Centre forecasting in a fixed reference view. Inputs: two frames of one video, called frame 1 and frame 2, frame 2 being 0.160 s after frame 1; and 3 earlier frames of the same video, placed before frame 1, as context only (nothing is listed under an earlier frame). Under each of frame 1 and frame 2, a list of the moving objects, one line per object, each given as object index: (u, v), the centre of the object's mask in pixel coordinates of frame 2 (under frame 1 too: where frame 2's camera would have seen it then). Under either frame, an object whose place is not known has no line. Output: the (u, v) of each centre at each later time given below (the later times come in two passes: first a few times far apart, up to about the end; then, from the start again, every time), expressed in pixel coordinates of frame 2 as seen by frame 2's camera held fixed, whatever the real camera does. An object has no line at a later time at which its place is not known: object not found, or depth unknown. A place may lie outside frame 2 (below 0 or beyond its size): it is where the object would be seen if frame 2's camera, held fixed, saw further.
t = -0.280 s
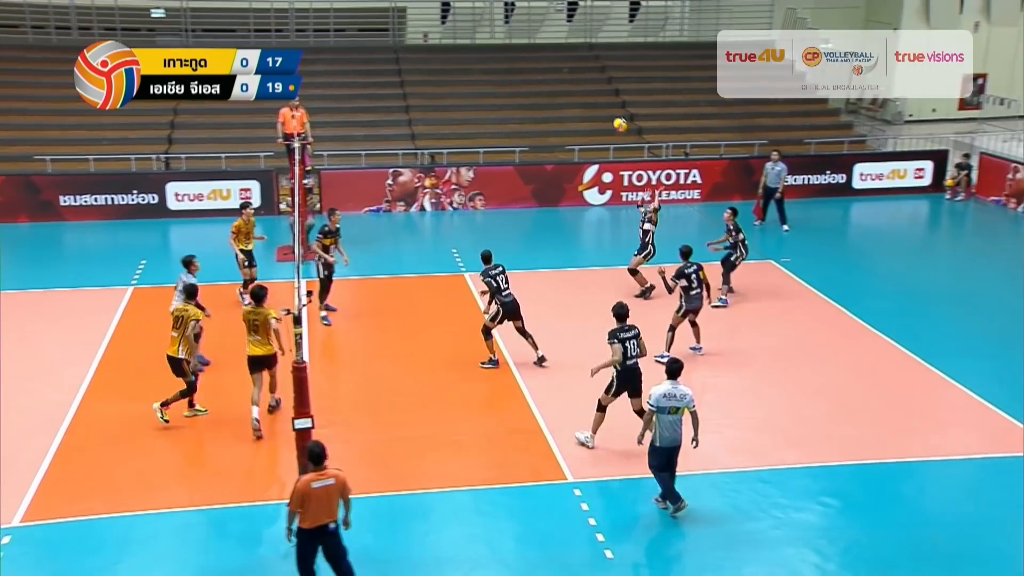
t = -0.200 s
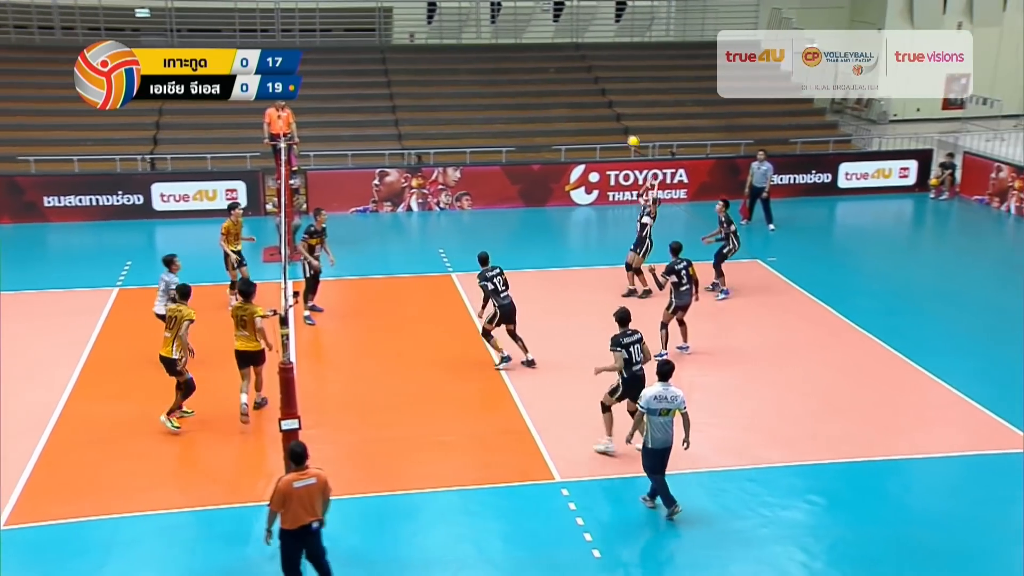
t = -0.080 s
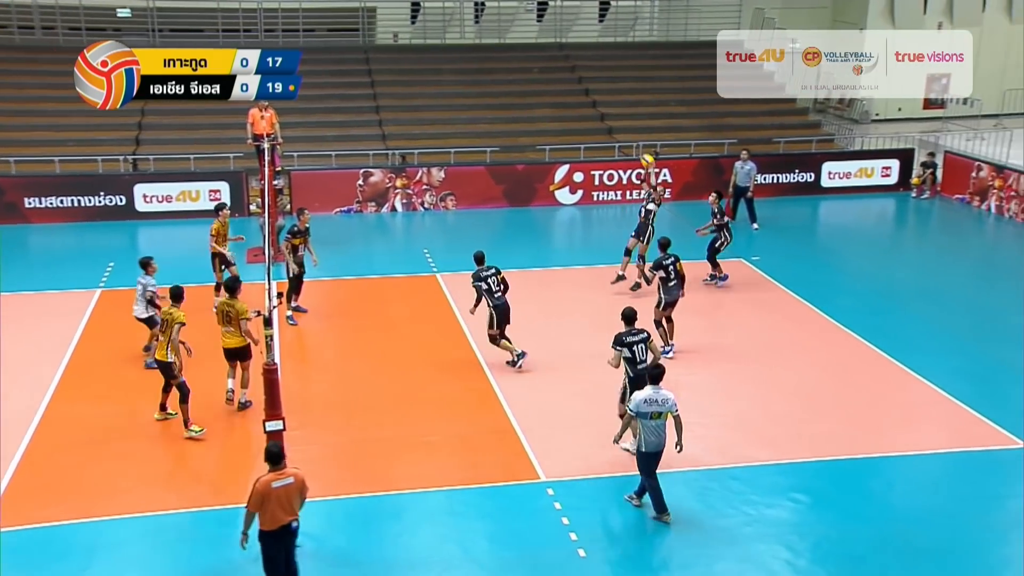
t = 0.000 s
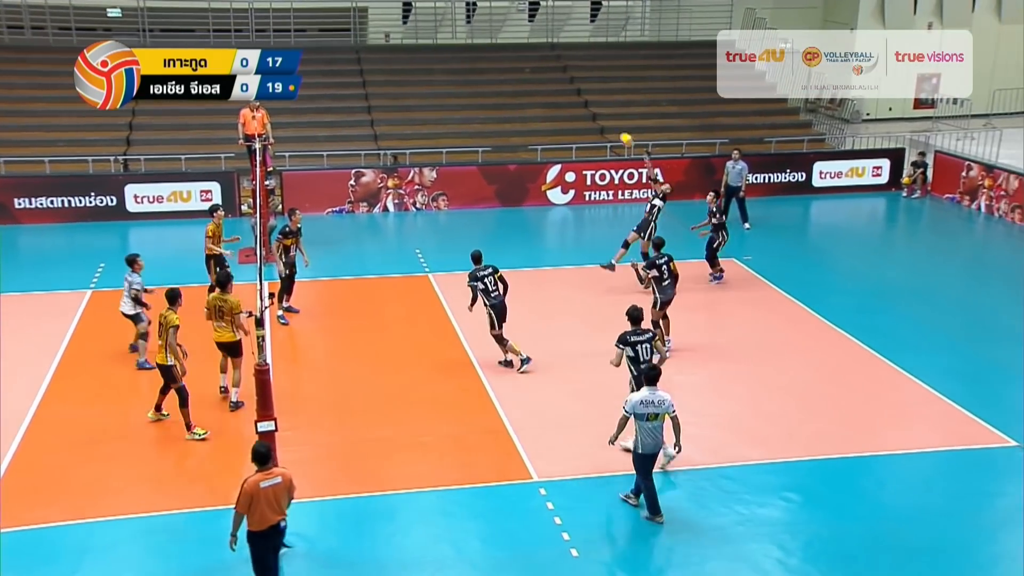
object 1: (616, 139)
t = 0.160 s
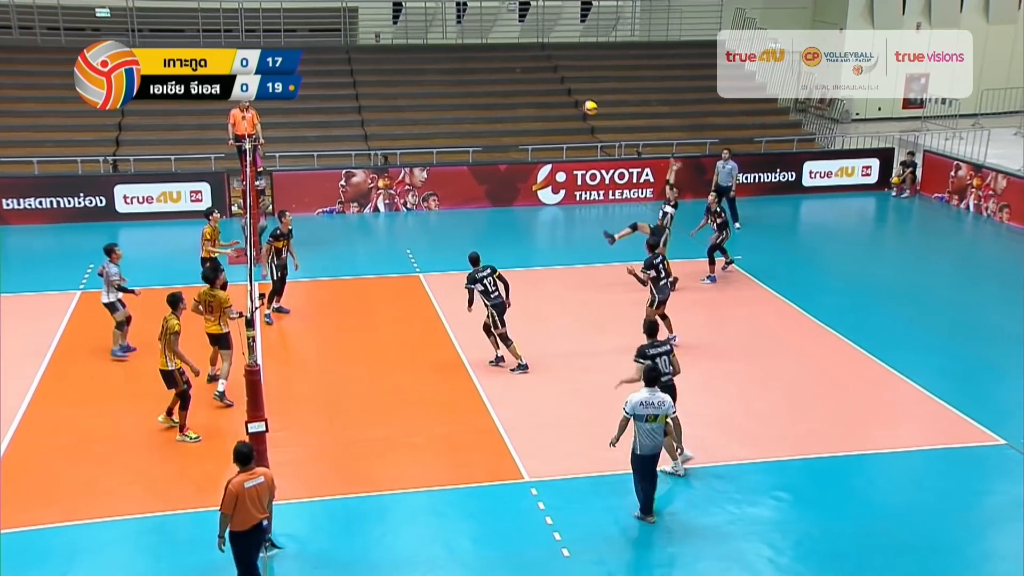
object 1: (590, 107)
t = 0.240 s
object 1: (577, 96)
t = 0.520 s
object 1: (528, 90)
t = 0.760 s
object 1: (486, 122)
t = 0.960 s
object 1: (452, 174)
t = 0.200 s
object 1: (583, 102)
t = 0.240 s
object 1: (577, 96)
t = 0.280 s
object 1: (570, 93)
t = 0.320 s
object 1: (563, 90)
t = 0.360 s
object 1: (556, 88)
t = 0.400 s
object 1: (549, 87)
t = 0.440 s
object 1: (542, 87)
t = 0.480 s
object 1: (535, 88)
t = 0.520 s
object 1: (528, 90)
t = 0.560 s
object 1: (521, 93)
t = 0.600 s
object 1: (514, 97)
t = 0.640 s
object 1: (507, 102)
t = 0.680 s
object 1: (500, 108)
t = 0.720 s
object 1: (493, 115)
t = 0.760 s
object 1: (486, 122)
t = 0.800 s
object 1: (479, 131)
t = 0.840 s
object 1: (472, 139)
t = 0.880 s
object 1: (465, 150)
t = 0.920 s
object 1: (459, 161)
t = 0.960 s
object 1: (452, 174)
